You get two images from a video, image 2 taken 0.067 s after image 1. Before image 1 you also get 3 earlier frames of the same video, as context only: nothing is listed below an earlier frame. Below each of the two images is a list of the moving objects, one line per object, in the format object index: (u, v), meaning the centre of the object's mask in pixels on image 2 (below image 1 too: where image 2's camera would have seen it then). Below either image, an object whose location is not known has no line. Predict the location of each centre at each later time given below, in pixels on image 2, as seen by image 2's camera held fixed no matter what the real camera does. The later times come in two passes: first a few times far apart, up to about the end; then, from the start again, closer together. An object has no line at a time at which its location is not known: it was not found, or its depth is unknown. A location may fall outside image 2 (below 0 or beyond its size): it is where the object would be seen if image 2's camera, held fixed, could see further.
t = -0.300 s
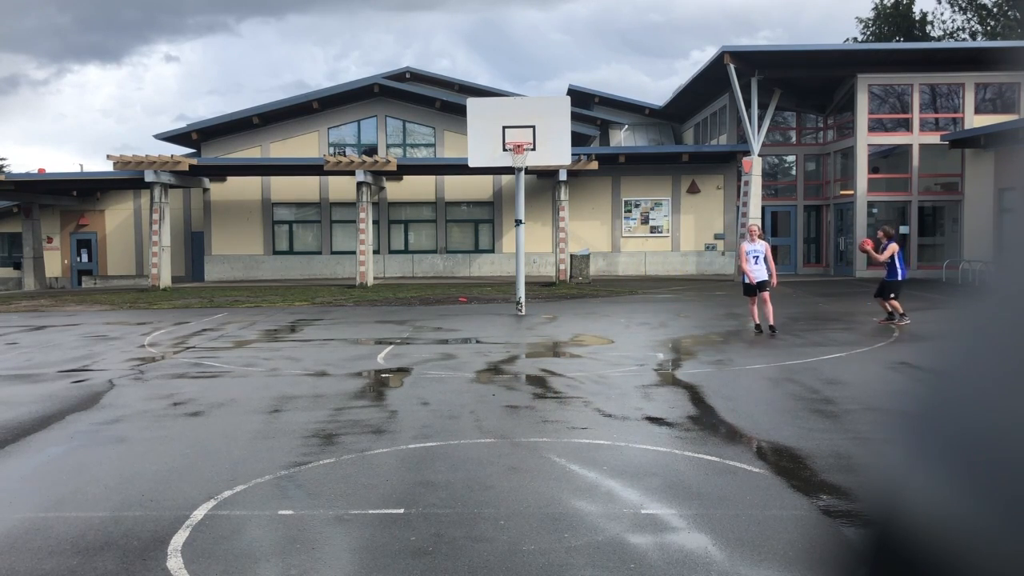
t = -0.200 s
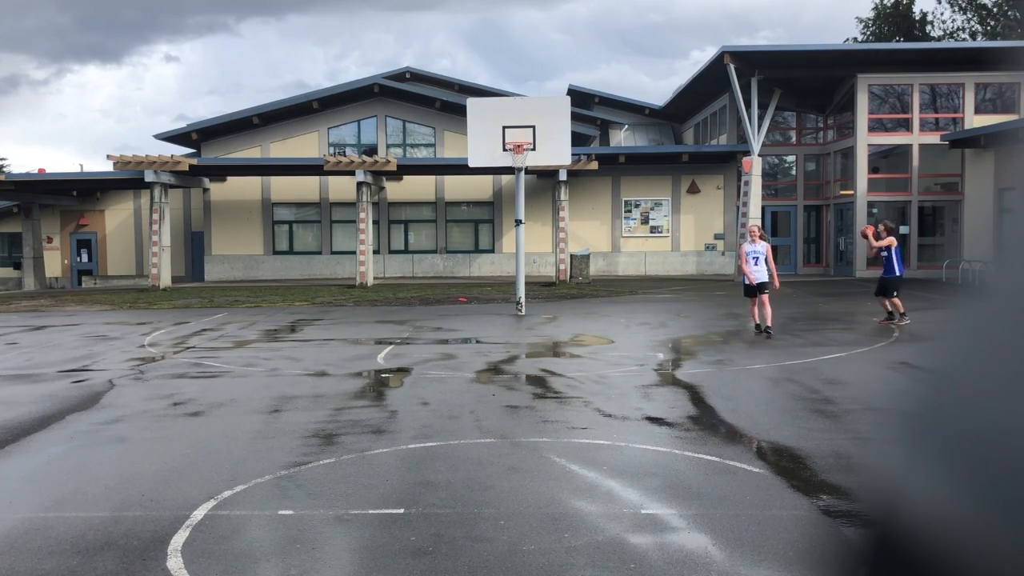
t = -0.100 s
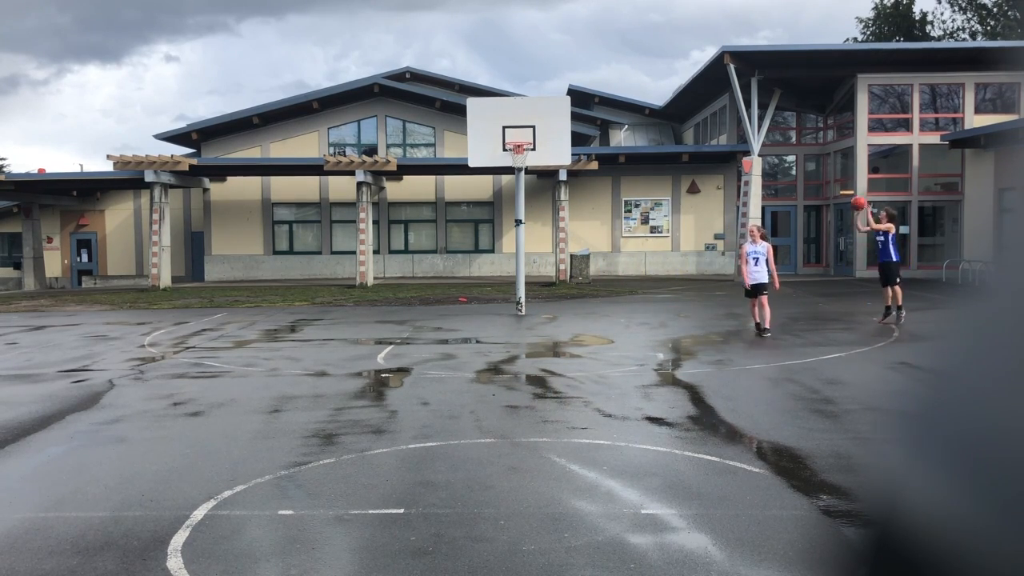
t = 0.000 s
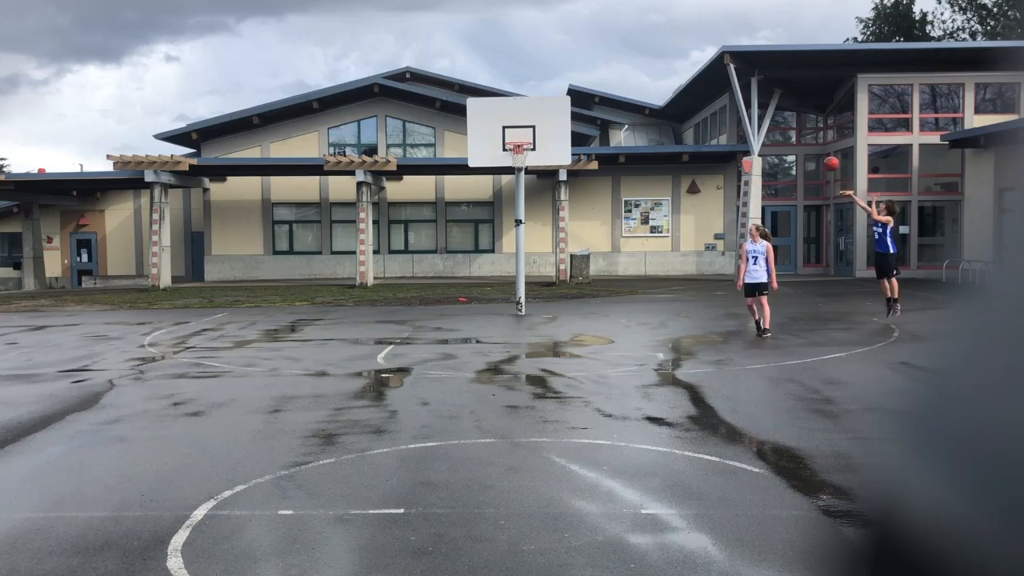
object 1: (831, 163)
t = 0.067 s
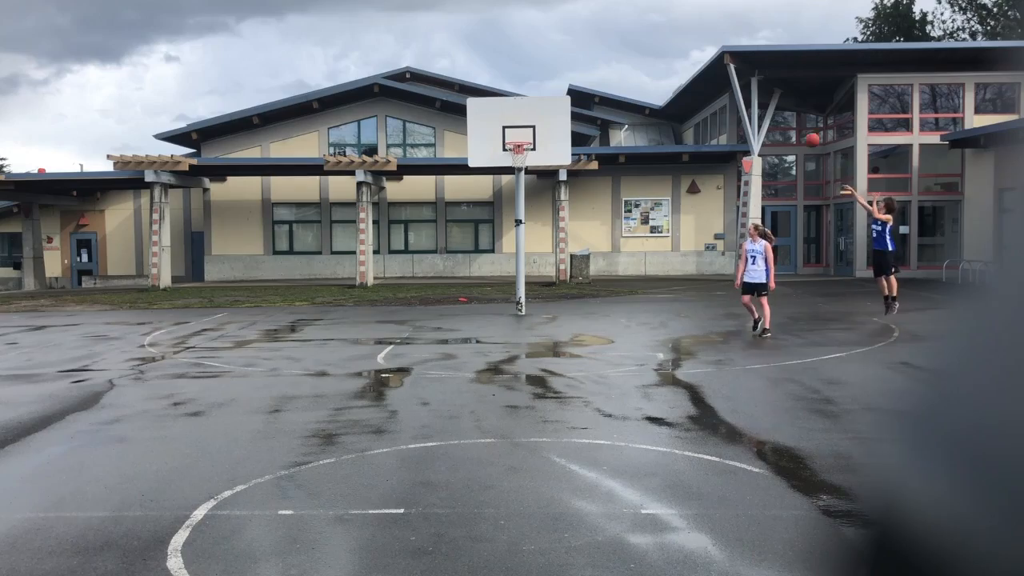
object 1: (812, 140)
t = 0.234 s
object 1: (765, 93)
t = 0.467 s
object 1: (700, 56)
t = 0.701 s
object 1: (638, 50)
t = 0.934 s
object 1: (578, 75)
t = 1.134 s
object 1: (529, 119)
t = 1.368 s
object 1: (504, 105)
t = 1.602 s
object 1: (491, 80)
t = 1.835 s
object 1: (479, 86)
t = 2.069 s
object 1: (463, 127)
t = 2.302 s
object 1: (449, 205)
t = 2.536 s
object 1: (432, 321)
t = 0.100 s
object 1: (802, 129)
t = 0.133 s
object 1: (793, 119)
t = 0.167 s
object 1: (783, 109)
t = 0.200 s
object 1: (774, 101)
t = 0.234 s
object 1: (765, 93)
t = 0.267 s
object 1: (755, 85)
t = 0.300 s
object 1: (746, 79)
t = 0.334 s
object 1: (737, 73)
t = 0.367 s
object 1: (727, 68)
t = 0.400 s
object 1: (719, 62)
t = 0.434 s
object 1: (709, 59)
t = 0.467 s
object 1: (700, 56)
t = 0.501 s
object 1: (691, 53)
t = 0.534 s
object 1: (682, 51)
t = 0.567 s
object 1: (673, 49)
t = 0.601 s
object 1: (664, 48)
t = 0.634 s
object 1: (655, 48)
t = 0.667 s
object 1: (647, 49)
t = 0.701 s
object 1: (638, 50)
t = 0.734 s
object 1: (630, 52)
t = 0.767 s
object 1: (621, 54)
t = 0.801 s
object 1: (612, 57)
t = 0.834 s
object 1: (604, 60)
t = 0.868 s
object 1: (595, 65)
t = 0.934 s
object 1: (578, 75)
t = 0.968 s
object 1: (570, 81)
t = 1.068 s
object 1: (545, 103)
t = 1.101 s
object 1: (537, 111)
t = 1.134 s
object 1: (529, 119)
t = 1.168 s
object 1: (522, 127)
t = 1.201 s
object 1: (514, 136)
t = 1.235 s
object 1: (511, 133)
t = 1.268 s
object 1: (509, 125)
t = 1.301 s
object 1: (508, 118)
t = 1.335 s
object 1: (506, 111)
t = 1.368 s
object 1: (504, 105)
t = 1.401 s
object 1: (502, 100)
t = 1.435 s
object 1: (500, 95)
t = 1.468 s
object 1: (499, 91)
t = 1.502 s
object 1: (497, 87)
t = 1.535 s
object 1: (495, 84)
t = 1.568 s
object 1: (493, 81)
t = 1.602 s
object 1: (491, 80)
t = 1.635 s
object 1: (489, 79)
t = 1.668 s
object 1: (487, 78)
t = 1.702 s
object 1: (485, 78)
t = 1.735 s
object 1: (483, 79)
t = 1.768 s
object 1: (481, 81)
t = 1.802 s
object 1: (479, 83)
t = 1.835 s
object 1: (479, 86)
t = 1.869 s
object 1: (476, 89)
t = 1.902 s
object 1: (473, 93)
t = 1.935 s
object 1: (472, 99)
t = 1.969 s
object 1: (469, 105)
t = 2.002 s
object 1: (467, 111)
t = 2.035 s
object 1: (465, 119)
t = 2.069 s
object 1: (463, 127)
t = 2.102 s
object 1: (461, 136)
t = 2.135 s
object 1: (459, 145)
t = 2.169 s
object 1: (457, 156)
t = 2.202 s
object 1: (455, 166)
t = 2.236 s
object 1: (453, 178)
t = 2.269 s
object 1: (451, 192)
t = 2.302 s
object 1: (449, 205)
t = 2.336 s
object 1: (446, 219)
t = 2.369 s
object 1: (444, 234)
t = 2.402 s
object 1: (442, 249)
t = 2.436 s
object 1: (440, 266)
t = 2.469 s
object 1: (438, 283)
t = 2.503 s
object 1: (435, 302)
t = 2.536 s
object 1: (432, 321)
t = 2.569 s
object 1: (430, 334)
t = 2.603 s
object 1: (428, 320)
